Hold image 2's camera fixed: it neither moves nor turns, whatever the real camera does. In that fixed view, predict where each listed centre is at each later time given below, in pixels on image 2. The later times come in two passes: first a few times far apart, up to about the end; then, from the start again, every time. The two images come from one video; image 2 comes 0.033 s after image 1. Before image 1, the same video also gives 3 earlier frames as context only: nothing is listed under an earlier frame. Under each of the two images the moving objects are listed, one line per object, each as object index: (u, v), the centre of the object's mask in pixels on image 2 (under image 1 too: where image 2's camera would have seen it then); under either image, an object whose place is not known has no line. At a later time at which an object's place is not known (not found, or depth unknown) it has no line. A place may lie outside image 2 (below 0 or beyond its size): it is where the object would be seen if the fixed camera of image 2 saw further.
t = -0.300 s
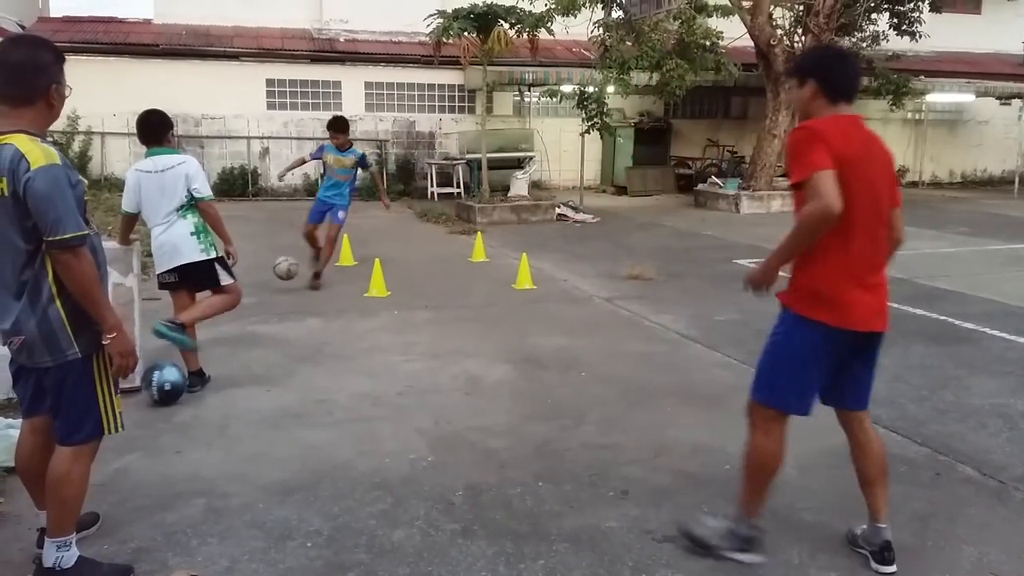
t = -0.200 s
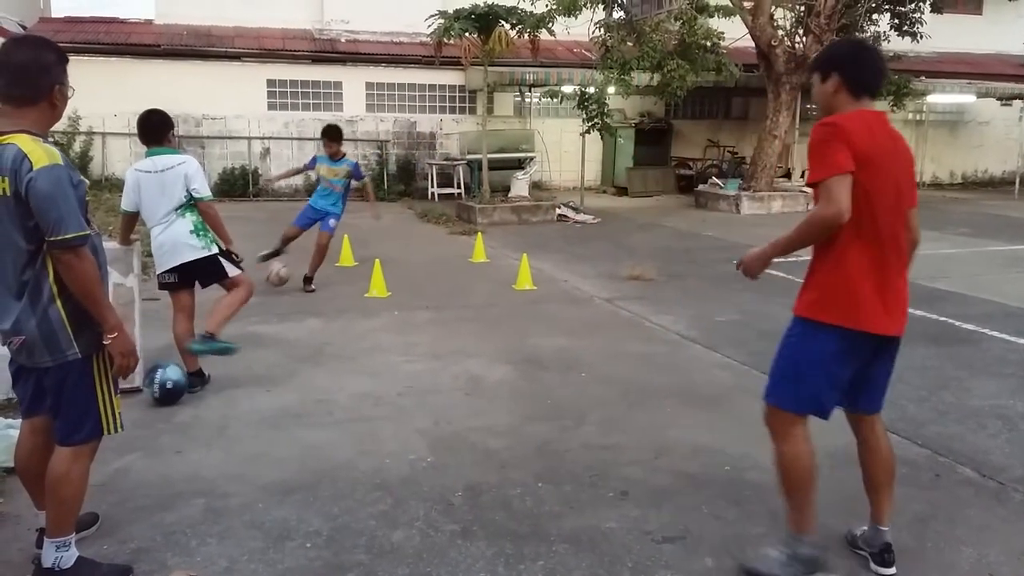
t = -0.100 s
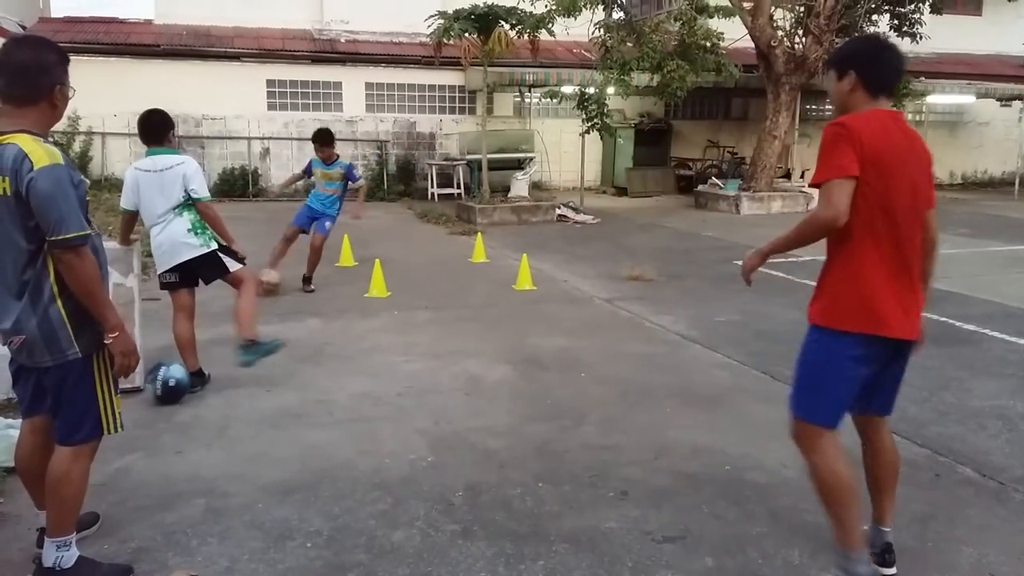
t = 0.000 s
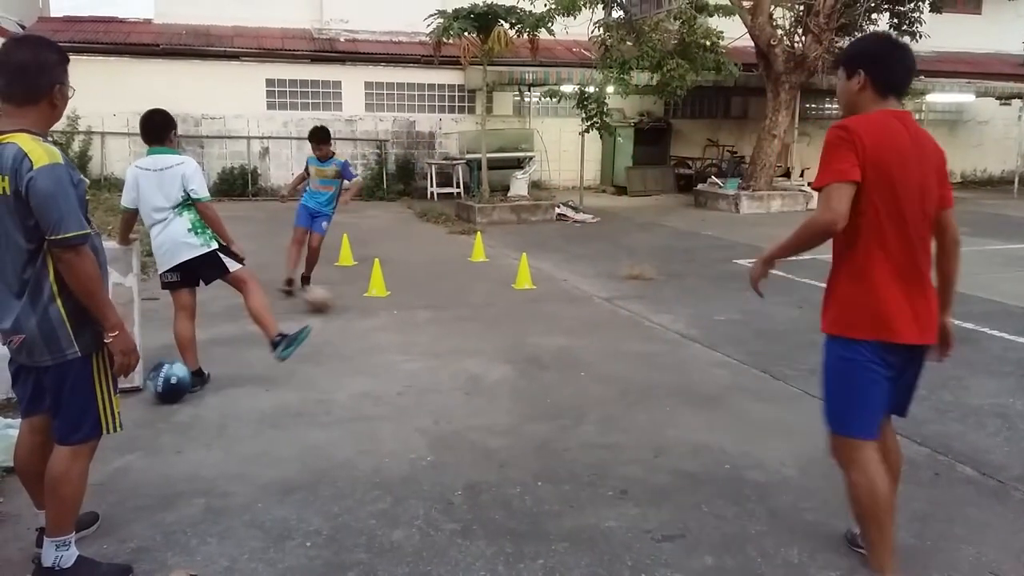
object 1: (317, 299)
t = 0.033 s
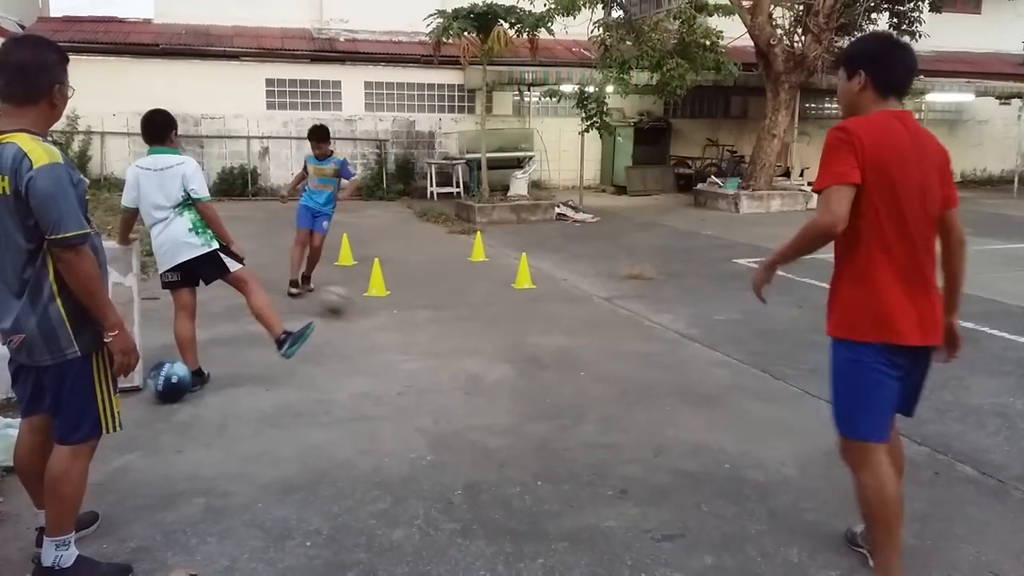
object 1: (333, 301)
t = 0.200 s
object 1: (424, 330)
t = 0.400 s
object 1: (532, 360)
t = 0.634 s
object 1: (700, 417)
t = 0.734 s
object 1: (794, 450)
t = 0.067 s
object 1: (350, 305)
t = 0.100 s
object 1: (367, 311)
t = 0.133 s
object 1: (390, 319)
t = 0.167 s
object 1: (407, 329)
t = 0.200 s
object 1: (424, 330)
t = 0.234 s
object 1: (440, 333)
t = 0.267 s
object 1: (457, 338)
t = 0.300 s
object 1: (476, 345)
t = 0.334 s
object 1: (495, 353)
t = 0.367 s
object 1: (514, 357)
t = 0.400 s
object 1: (532, 360)
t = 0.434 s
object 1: (551, 363)
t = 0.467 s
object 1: (575, 376)
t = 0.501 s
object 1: (596, 385)
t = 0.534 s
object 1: (619, 393)
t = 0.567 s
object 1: (645, 400)
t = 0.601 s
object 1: (670, 407)
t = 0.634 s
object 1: (700, 417)
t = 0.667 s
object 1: (729, 429)
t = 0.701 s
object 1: (760, 437)
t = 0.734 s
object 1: (794, 450)
